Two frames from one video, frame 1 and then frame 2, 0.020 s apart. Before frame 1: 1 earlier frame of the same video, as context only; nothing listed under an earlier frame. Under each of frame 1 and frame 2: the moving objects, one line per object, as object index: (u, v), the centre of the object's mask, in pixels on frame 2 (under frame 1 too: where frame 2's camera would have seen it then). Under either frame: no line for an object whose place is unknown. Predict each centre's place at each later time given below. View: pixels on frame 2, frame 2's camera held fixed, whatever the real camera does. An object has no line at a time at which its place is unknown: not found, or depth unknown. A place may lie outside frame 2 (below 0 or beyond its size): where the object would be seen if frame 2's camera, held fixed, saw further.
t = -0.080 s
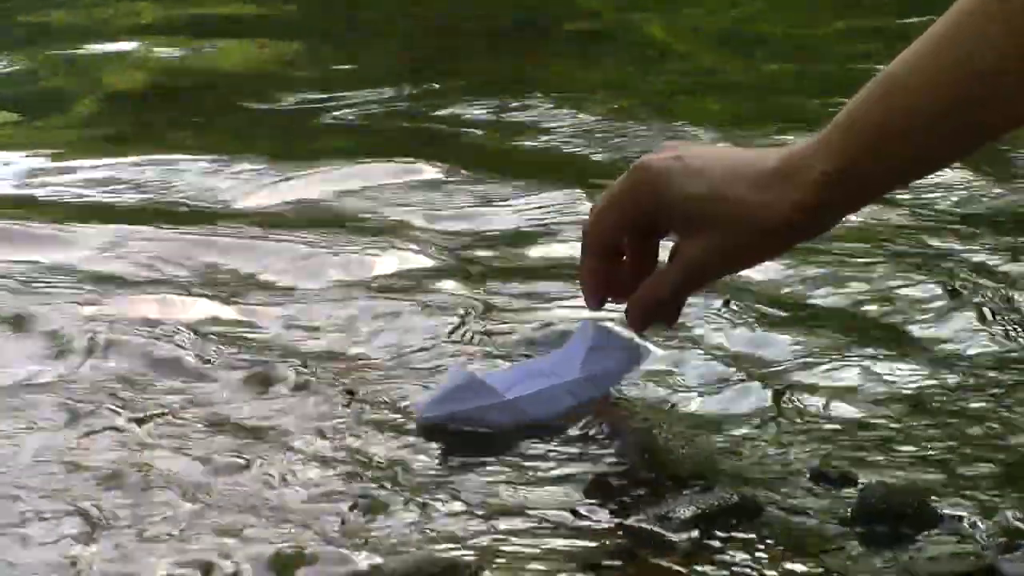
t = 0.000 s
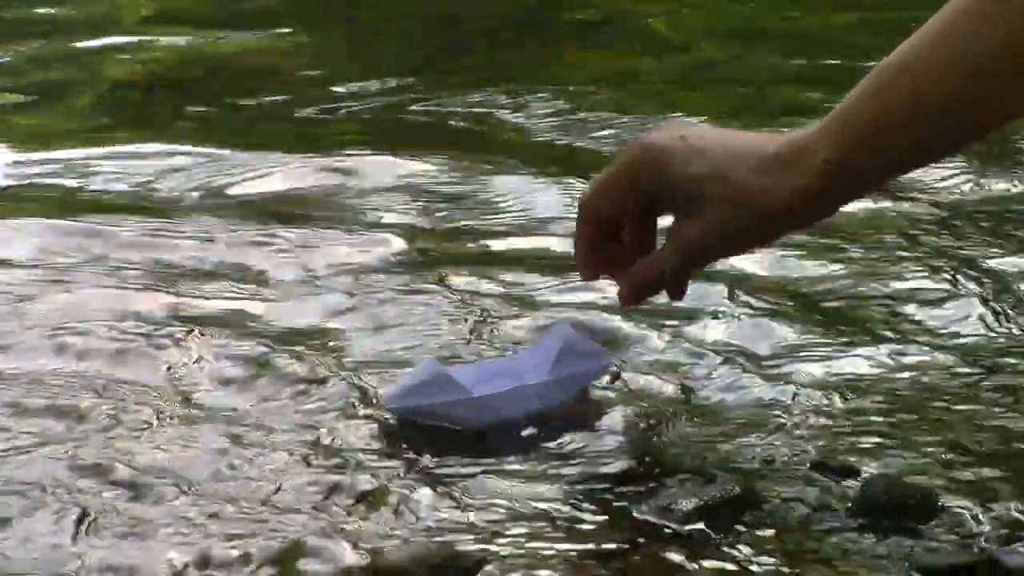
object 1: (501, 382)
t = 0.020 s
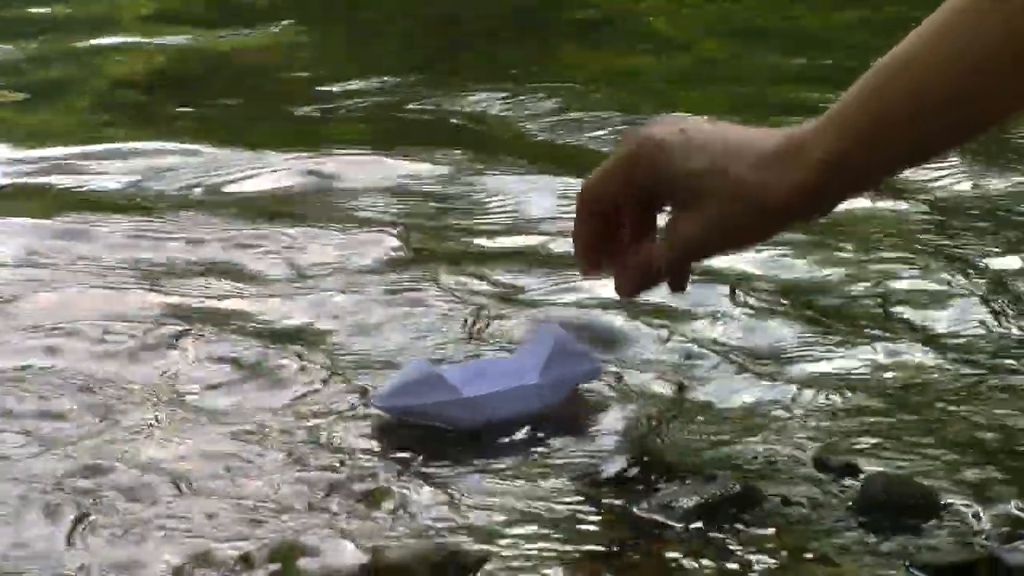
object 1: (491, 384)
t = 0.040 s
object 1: (482, 387)
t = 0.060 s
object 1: (472, 389)
